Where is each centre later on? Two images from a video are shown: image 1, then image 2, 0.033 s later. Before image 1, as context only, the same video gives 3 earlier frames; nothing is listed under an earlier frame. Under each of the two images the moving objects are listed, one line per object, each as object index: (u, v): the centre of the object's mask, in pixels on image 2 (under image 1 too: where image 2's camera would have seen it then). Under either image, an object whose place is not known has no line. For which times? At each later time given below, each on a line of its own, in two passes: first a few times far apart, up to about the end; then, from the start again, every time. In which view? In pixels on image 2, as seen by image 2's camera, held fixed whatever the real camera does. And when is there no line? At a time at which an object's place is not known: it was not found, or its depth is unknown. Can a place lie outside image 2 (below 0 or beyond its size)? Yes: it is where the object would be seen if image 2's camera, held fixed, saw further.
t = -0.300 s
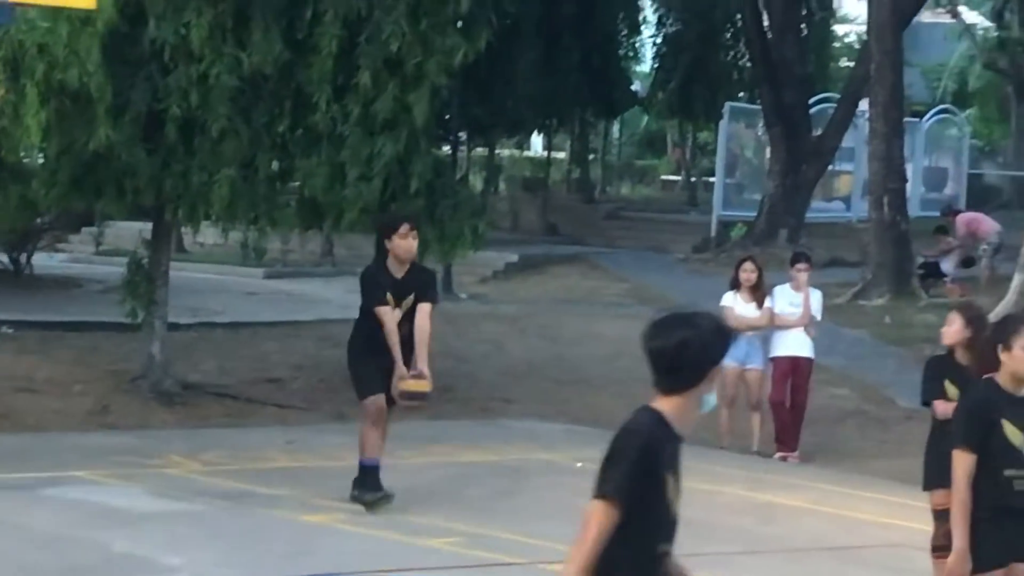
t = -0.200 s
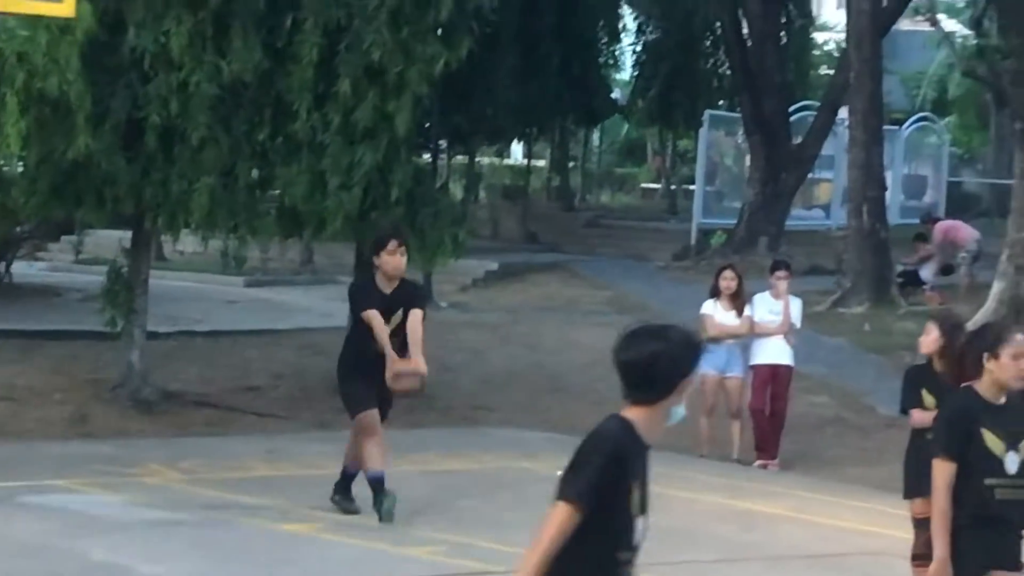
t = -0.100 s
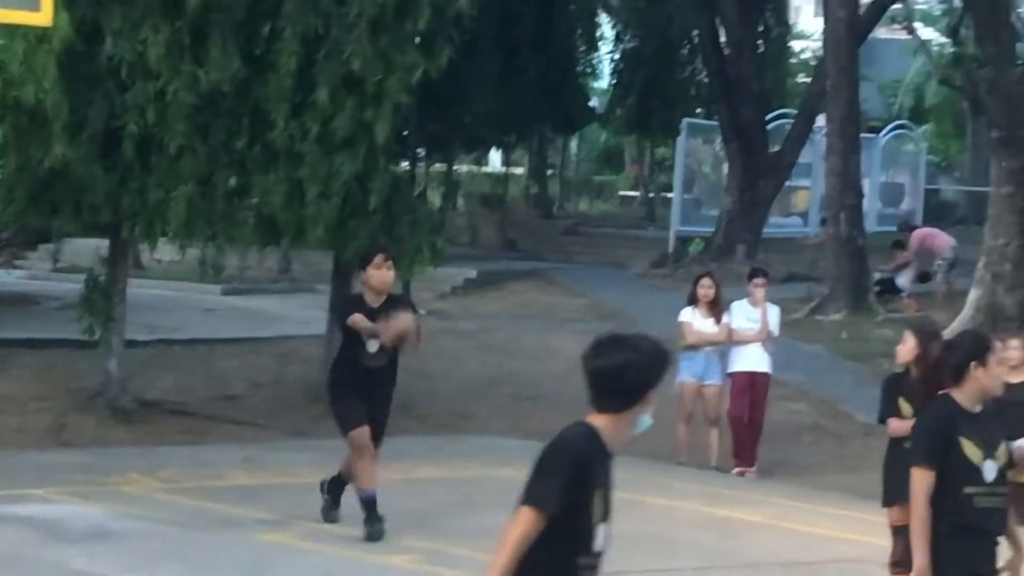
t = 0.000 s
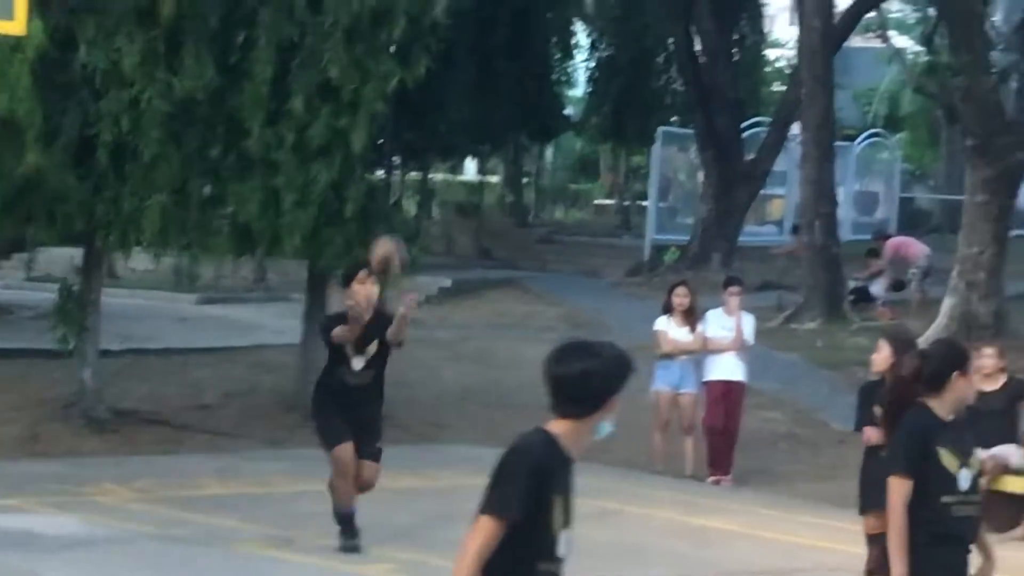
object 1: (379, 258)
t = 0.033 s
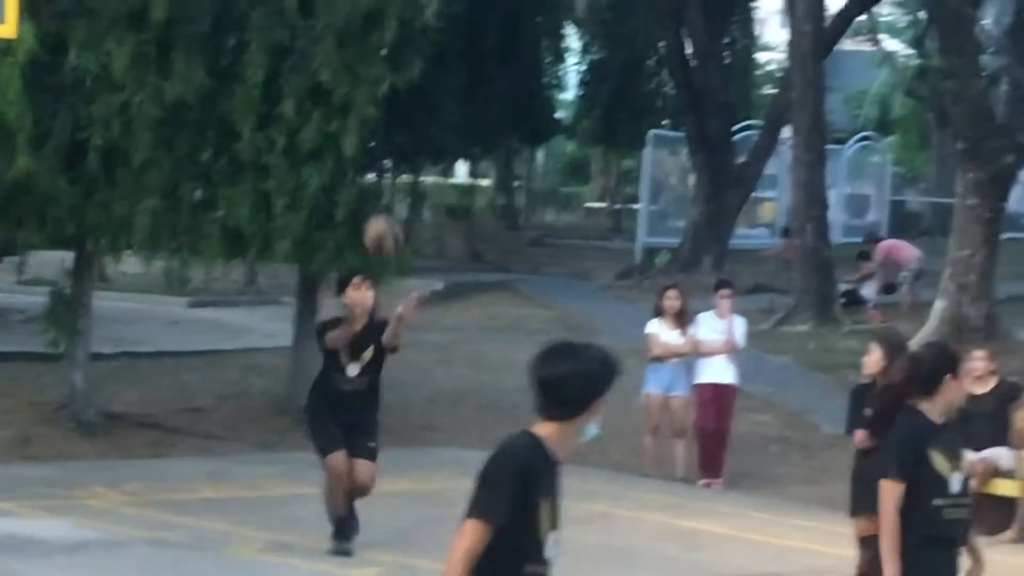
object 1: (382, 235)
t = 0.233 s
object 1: (398, 129)
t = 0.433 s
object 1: (410, 98)
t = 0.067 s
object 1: (386, 210)
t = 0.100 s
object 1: (389, 189)
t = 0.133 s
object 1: (390, 171)
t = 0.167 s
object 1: (392, 154)
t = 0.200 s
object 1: (395, 140)
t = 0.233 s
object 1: (398, 129)
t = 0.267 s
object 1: (401, 118)
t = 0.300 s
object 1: (403, 109)
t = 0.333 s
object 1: (405, 103)
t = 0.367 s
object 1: (406, 100)
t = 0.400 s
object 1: (408, 98)
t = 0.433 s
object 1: (410, 98)
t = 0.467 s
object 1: (411, 100)
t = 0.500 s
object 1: (413, 104)
